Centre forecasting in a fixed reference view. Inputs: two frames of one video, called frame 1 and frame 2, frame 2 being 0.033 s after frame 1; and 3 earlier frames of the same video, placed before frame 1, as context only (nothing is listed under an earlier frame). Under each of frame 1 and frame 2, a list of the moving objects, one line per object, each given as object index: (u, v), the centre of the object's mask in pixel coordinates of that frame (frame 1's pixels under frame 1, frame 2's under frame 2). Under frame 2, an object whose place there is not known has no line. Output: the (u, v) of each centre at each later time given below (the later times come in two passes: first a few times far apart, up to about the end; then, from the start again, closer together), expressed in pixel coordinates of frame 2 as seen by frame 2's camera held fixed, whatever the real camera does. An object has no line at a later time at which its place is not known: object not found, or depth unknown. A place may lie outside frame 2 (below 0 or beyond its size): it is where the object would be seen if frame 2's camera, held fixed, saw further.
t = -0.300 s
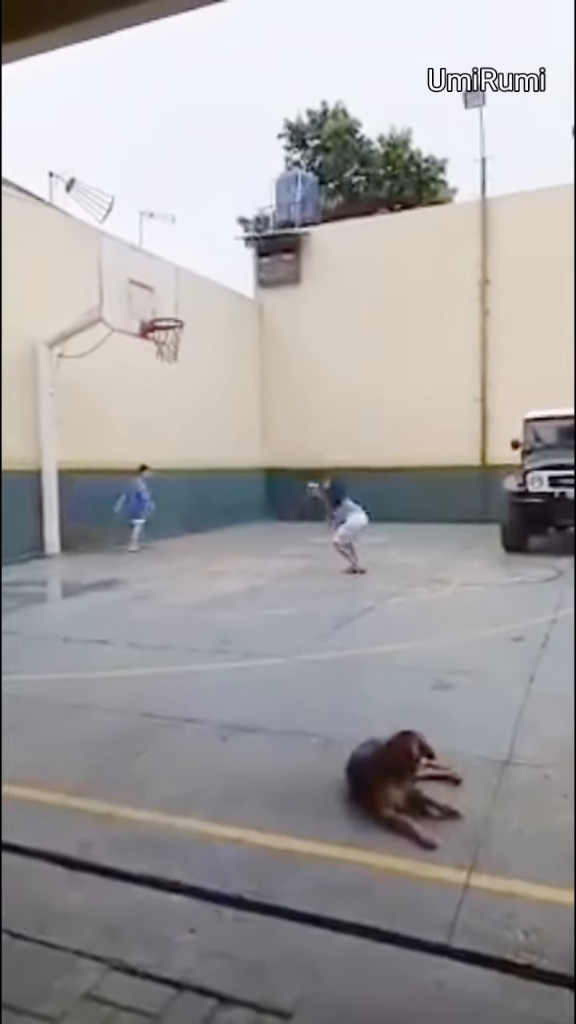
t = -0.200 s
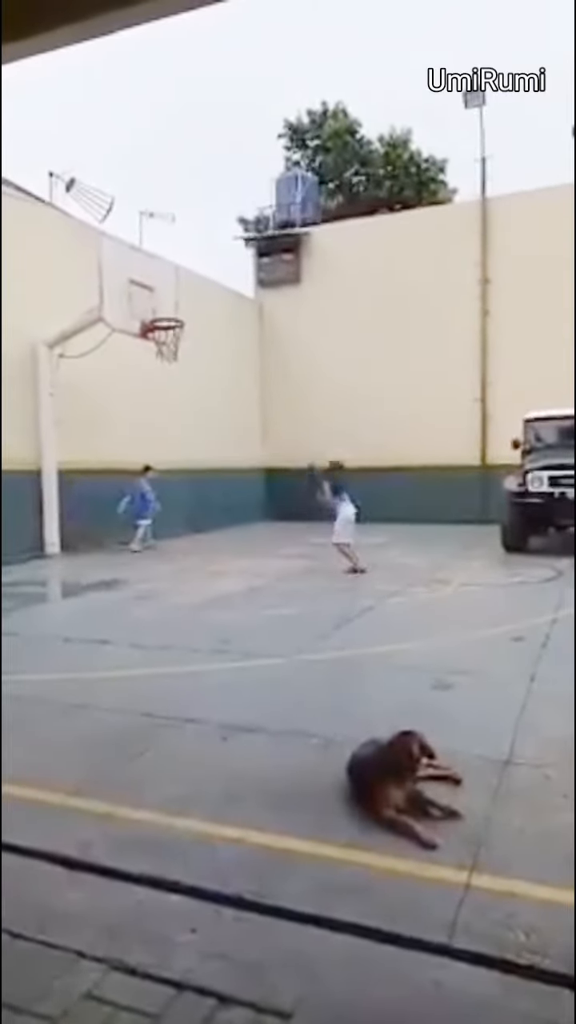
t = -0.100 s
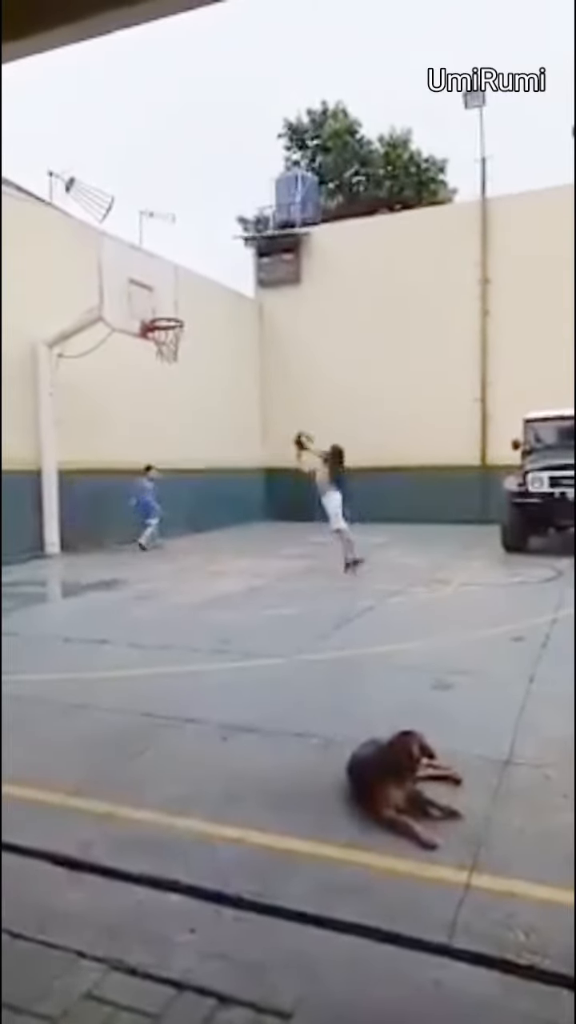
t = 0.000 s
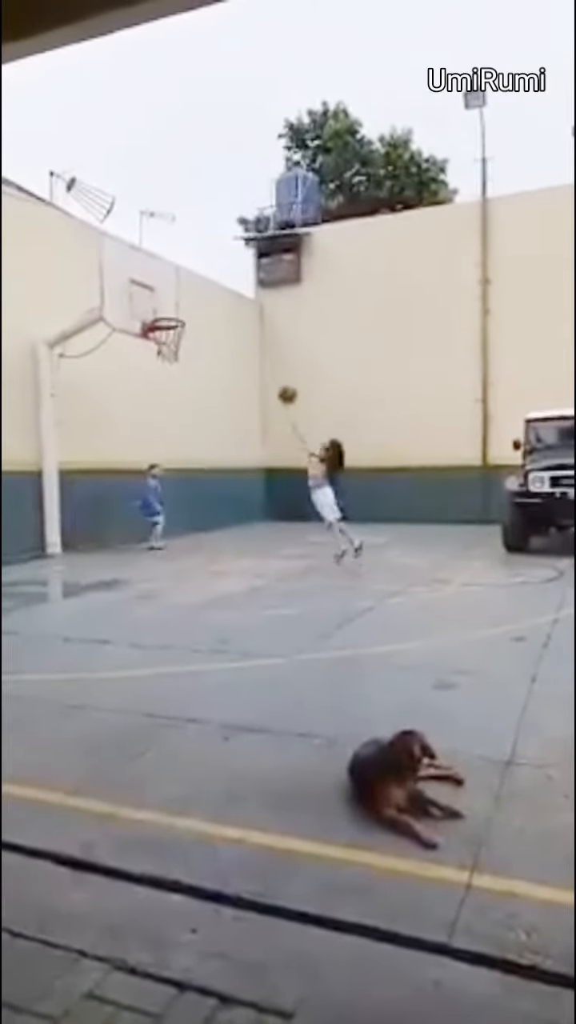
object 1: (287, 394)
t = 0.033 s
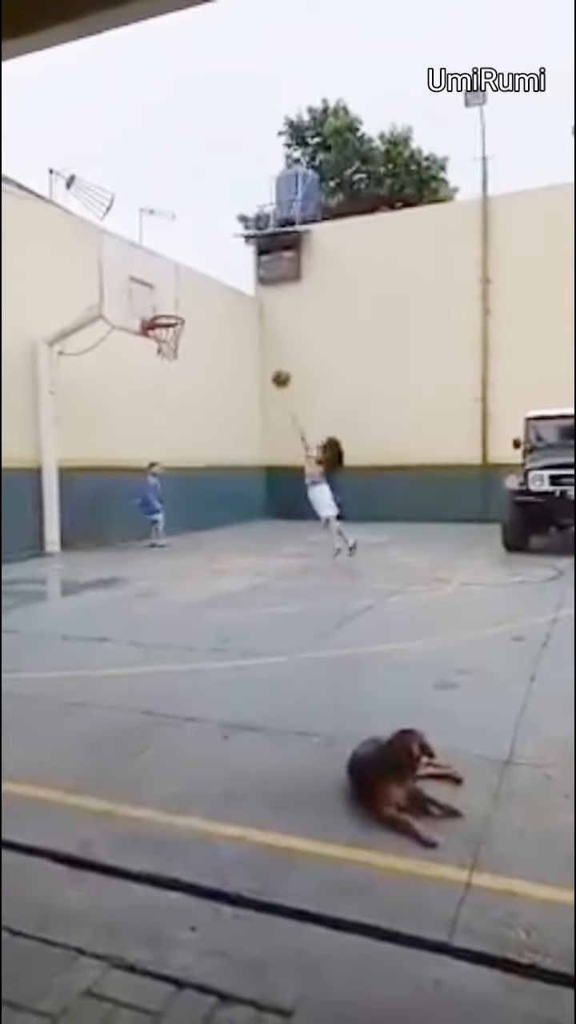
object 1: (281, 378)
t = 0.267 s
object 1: (242, 306)
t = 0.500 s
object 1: (206, 280)
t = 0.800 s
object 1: (163, 309)
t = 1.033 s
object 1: (170, 345)
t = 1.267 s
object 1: (178, 373)
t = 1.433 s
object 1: (184, 416)
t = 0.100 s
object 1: (269, 352)
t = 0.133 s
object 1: (264, 341)
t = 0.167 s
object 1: (258, 332)
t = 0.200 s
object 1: (253, 322)
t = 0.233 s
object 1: (247, 314)
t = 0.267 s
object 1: (242, 306)
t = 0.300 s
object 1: (236, 300)
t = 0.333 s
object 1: (231, 294)
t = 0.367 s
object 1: (225, 289)
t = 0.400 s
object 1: (220, 286)
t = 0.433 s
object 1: (215, 283)
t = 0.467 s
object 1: (210, 281)
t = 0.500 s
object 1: (206, 280)
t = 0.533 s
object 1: (200, 280)
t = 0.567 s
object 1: (196, 280)
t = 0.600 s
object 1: (192, 282)
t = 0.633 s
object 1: (187, 285)
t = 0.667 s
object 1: (182, 288)
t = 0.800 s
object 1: (163, 309)
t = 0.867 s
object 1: (158, 320)
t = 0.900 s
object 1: (160, 325)
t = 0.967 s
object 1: (168, 343)
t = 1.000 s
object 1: (168, 343)
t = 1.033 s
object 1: (170, 345)
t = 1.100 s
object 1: (173, 348)
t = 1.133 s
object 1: (174, 350)
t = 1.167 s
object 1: (175, 356)
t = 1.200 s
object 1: (176, 361)
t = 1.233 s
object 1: (177, 366)
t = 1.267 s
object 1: (178, 373)
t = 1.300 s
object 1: (179, 381)
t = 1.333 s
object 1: (180, 388)
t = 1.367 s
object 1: (181, 396)
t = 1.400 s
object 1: (183, 406)
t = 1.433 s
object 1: (184, 416)
